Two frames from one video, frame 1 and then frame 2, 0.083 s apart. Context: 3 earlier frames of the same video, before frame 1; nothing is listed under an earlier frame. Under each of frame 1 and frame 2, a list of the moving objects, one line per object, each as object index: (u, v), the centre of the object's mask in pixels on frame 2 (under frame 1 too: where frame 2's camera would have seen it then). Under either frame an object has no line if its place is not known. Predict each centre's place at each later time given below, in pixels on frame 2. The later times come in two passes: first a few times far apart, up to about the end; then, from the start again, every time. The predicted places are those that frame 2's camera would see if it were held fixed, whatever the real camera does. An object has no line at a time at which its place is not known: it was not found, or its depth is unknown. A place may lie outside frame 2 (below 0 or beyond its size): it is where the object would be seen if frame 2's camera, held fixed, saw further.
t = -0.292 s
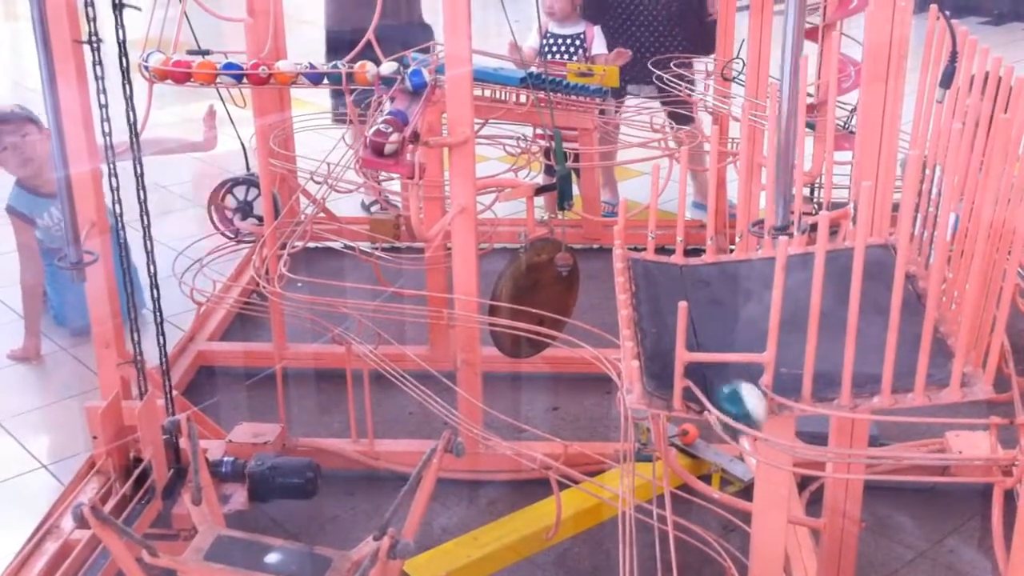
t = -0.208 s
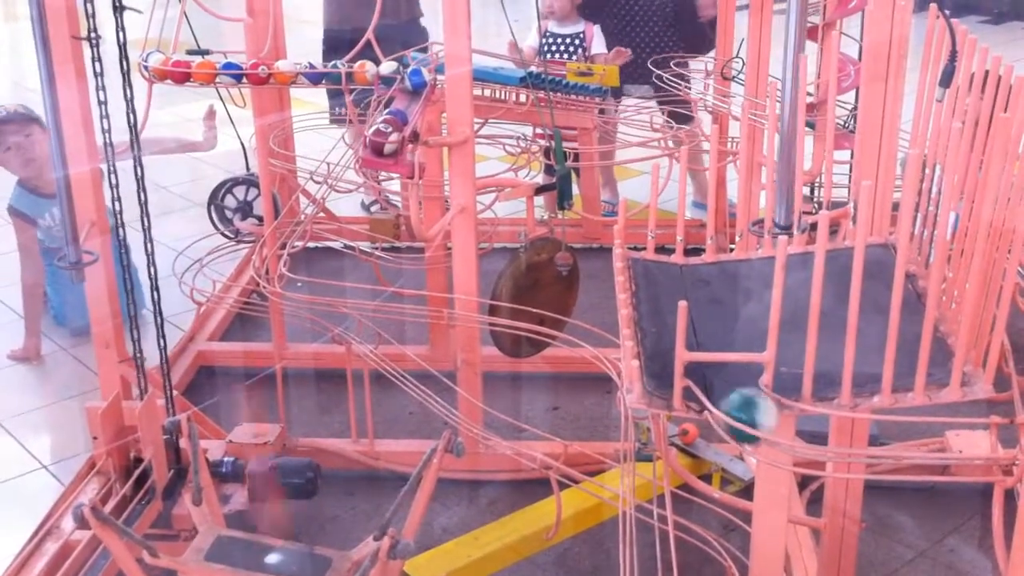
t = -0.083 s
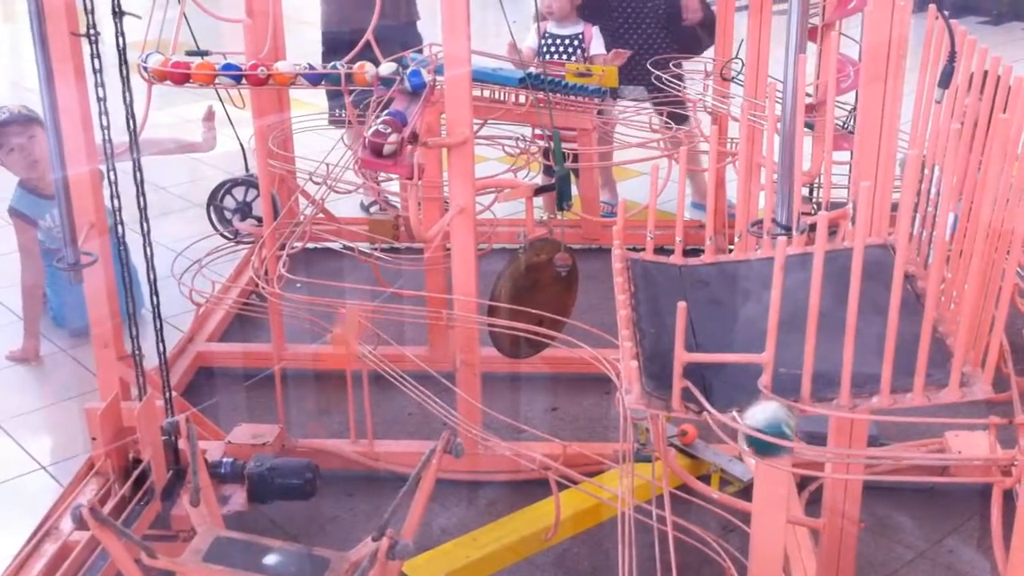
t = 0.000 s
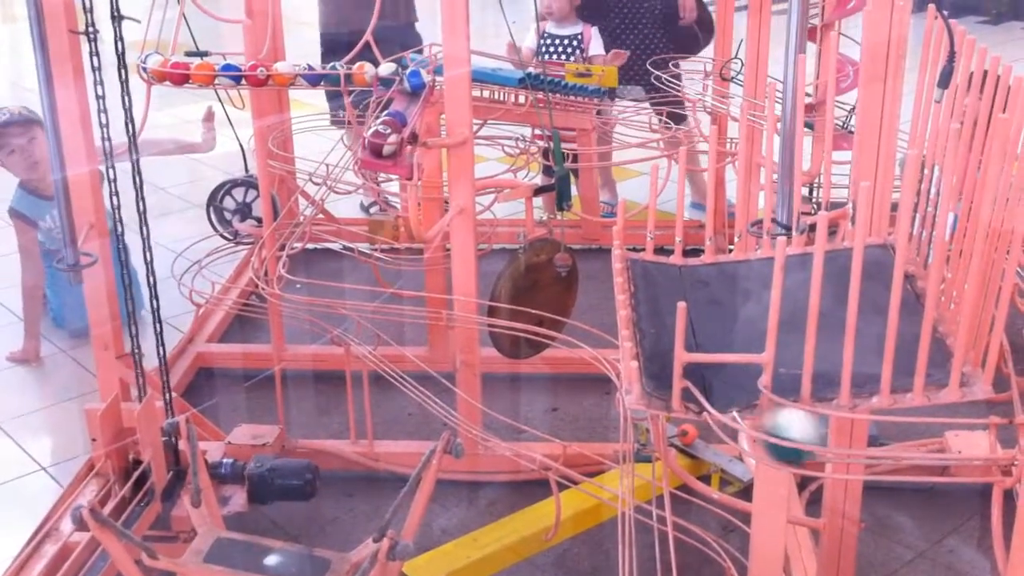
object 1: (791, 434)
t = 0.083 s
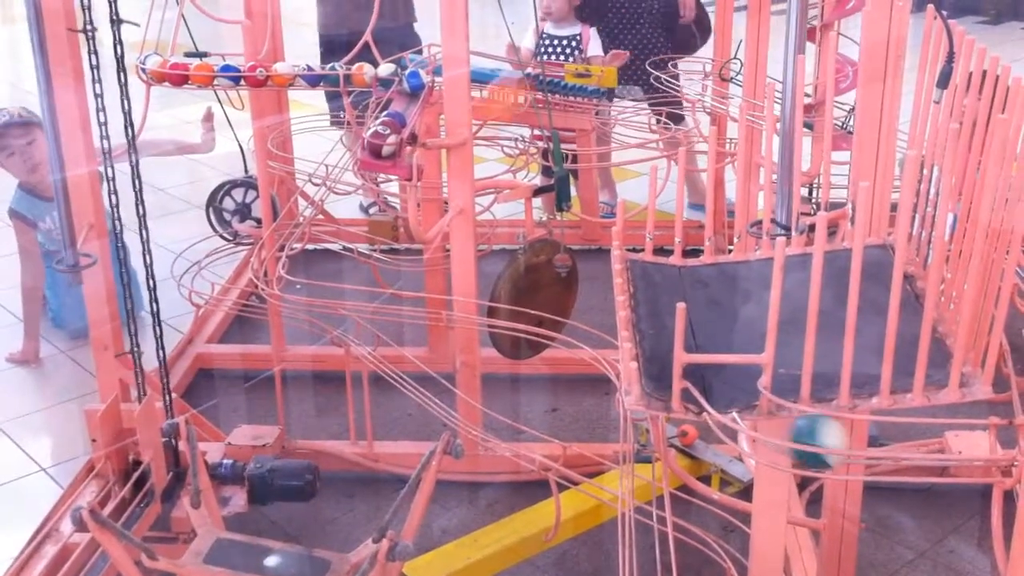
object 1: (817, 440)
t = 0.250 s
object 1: (871, 444)
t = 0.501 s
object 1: (958, 445)
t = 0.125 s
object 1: (828, 442)
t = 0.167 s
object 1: (839, 442)
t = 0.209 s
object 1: (856, 443)
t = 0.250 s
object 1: (871, 444)
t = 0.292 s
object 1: (885, 446)
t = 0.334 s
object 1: (898, 446)
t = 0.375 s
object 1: (913, 445)
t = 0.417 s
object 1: (927, 445)
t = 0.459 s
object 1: (941, 444)
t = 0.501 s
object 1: (958, 445)
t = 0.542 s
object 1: (974, 445)
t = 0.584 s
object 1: (989, 447)
